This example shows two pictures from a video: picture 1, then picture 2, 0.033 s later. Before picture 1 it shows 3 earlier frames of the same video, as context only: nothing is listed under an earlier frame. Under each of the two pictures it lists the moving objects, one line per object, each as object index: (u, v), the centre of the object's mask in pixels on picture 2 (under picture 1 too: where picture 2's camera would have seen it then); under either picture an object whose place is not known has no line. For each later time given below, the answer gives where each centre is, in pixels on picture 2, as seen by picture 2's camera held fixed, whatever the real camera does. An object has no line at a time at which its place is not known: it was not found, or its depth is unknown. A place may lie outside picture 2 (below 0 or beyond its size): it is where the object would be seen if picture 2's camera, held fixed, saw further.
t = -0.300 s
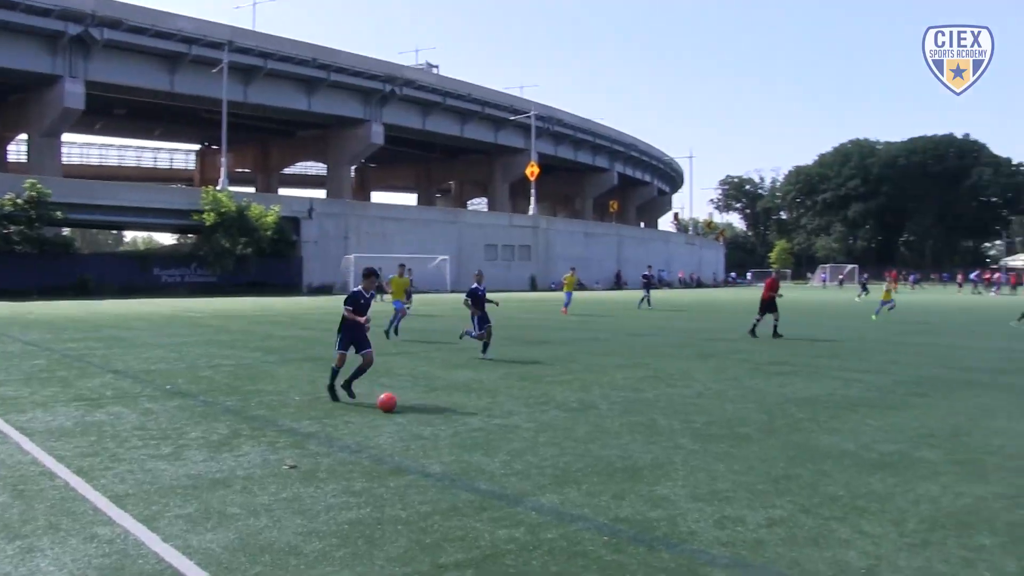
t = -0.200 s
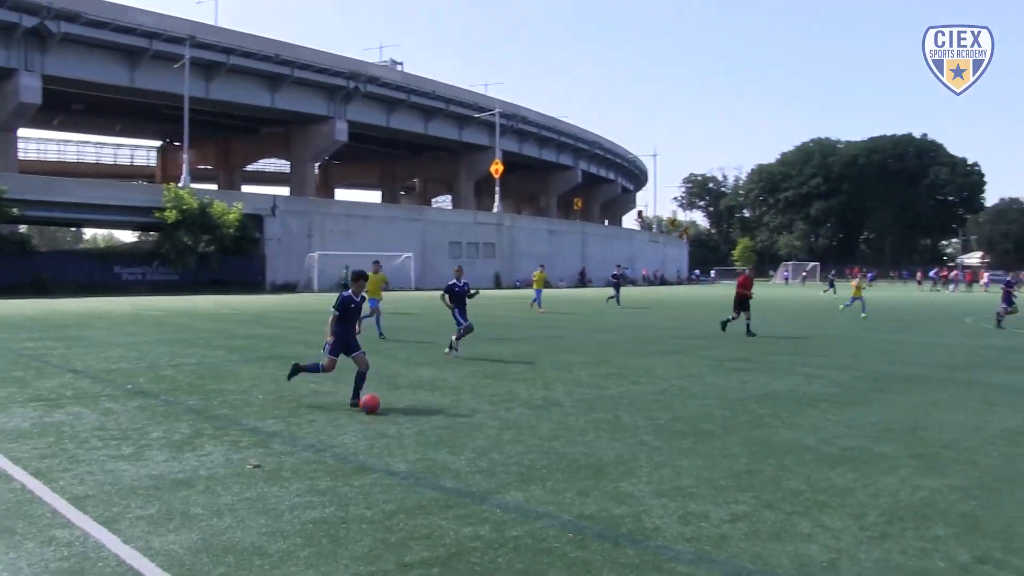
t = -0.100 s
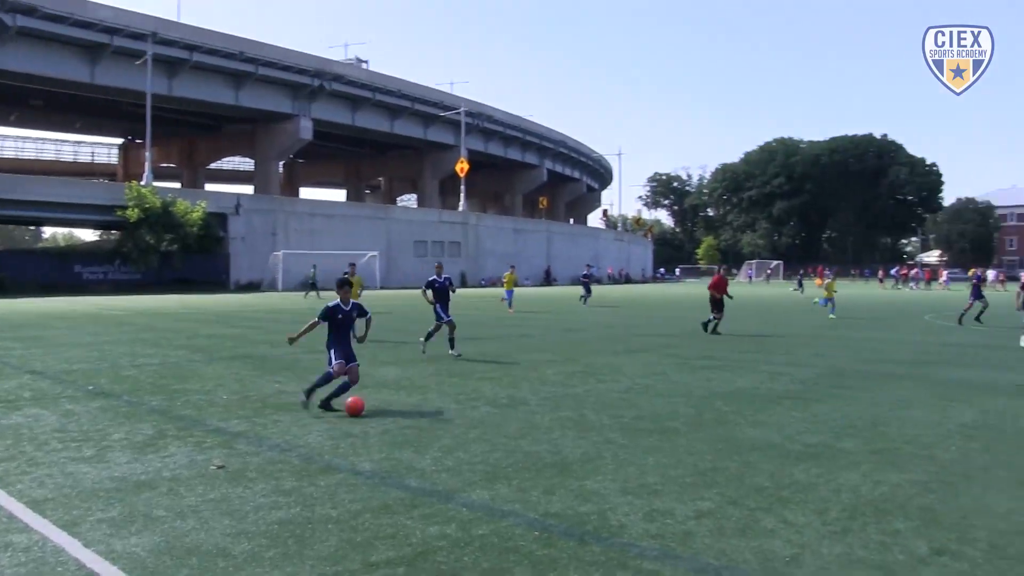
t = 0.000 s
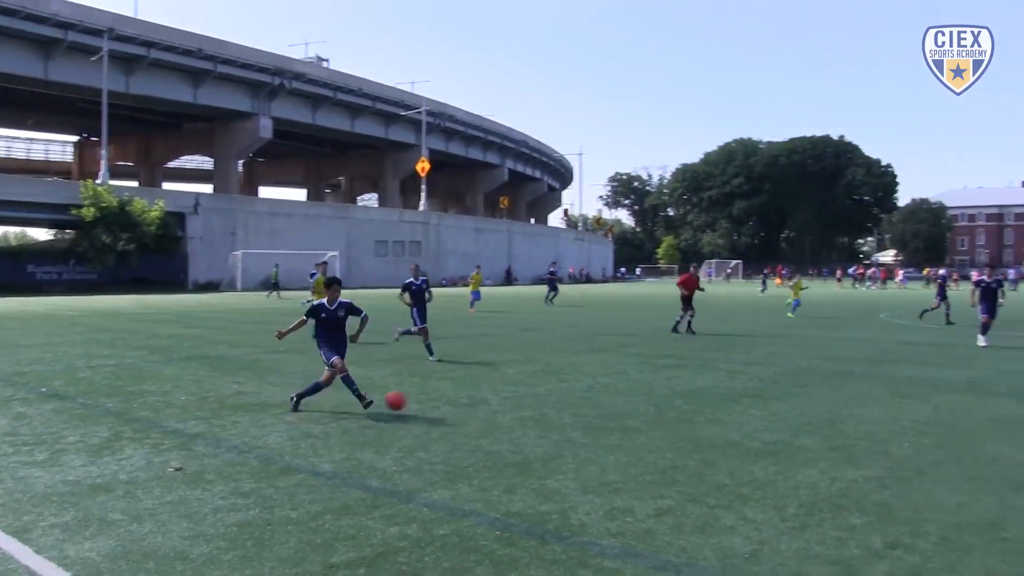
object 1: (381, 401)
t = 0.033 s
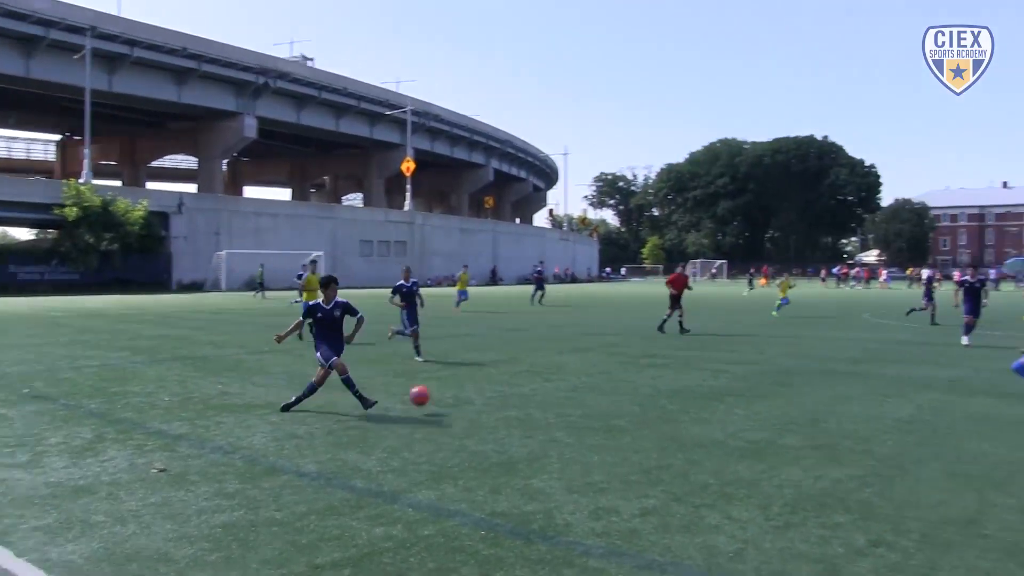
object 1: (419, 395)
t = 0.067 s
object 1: (457, 392)
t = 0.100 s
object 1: (493, 391)
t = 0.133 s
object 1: (528, 390)
